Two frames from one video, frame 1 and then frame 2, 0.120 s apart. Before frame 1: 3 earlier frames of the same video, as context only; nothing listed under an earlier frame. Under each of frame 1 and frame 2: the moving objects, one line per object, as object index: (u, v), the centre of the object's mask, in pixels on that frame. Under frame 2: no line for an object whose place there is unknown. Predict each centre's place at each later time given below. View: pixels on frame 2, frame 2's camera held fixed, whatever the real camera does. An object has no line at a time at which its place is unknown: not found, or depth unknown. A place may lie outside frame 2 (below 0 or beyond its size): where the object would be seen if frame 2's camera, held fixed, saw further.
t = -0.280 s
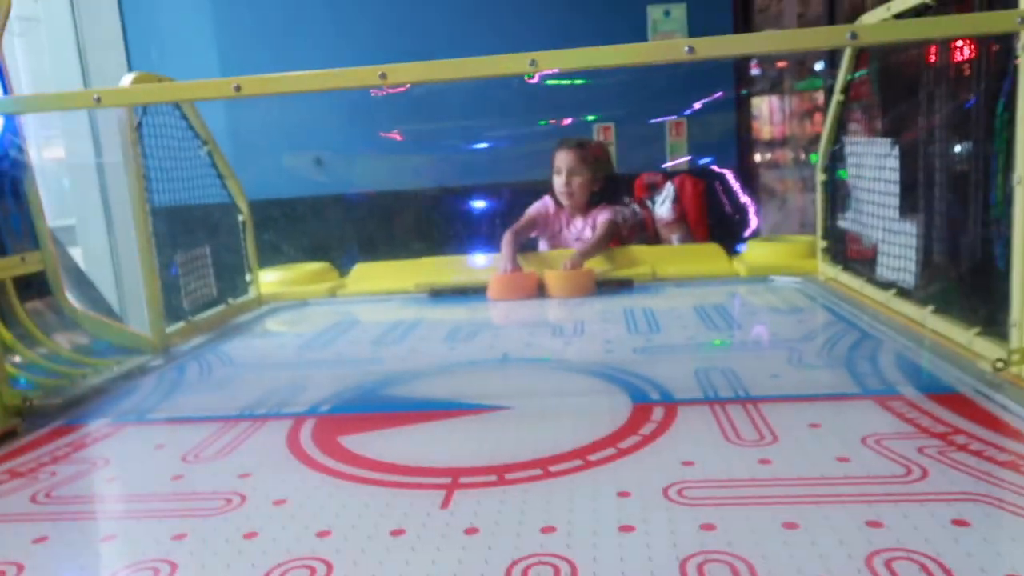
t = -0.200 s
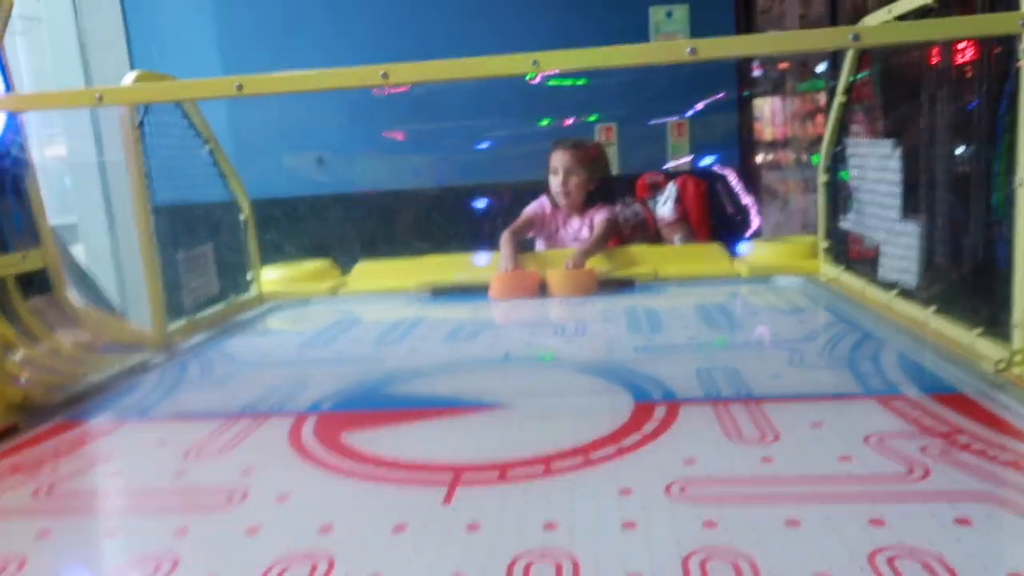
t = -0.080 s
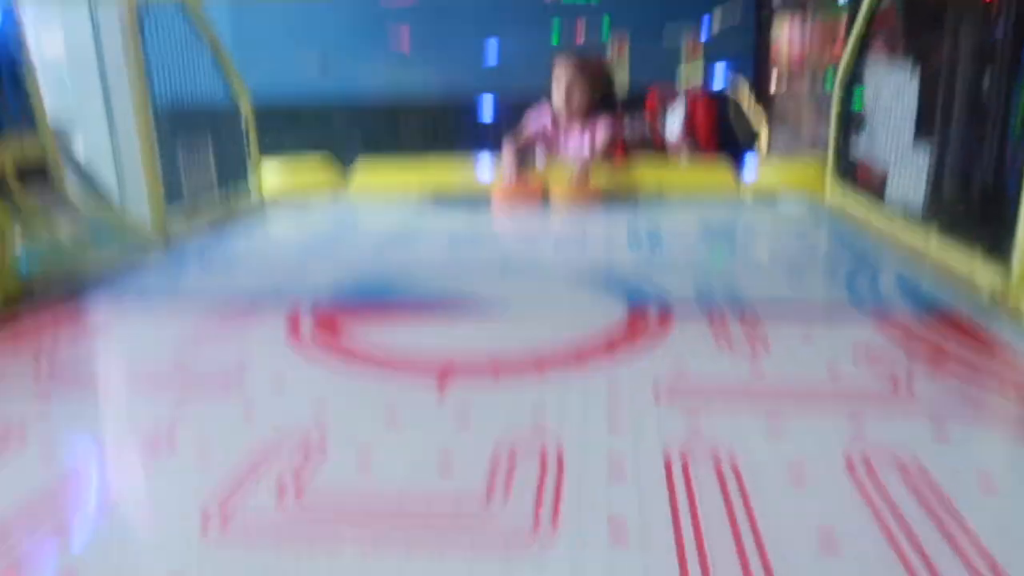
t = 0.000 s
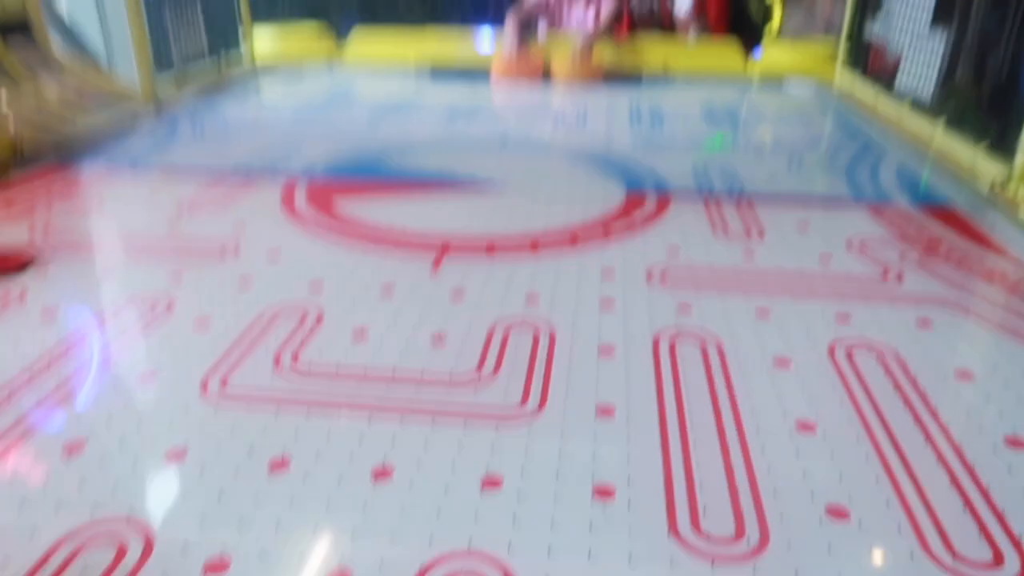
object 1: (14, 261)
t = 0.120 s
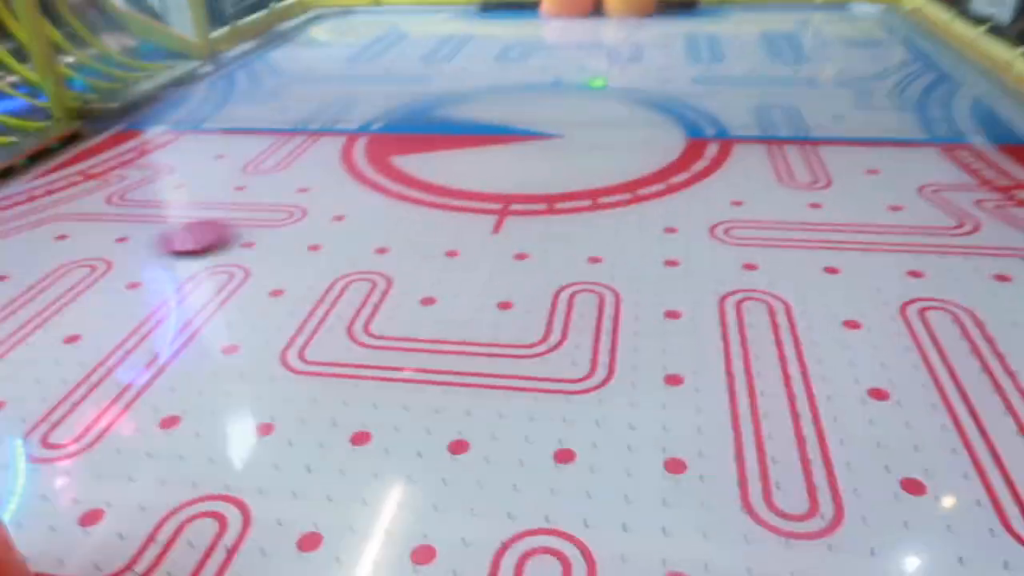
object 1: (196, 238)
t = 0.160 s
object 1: (238, 240)
